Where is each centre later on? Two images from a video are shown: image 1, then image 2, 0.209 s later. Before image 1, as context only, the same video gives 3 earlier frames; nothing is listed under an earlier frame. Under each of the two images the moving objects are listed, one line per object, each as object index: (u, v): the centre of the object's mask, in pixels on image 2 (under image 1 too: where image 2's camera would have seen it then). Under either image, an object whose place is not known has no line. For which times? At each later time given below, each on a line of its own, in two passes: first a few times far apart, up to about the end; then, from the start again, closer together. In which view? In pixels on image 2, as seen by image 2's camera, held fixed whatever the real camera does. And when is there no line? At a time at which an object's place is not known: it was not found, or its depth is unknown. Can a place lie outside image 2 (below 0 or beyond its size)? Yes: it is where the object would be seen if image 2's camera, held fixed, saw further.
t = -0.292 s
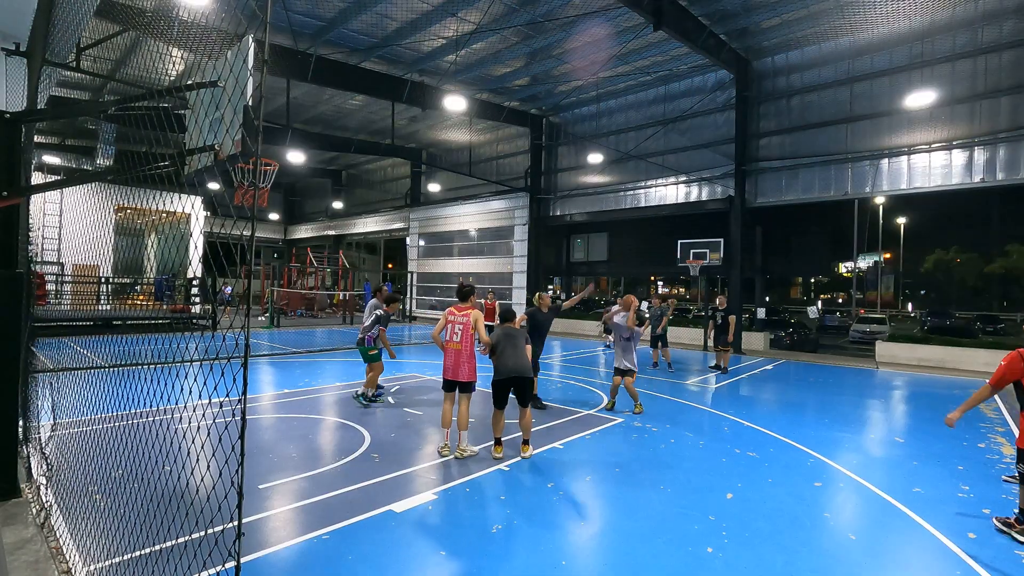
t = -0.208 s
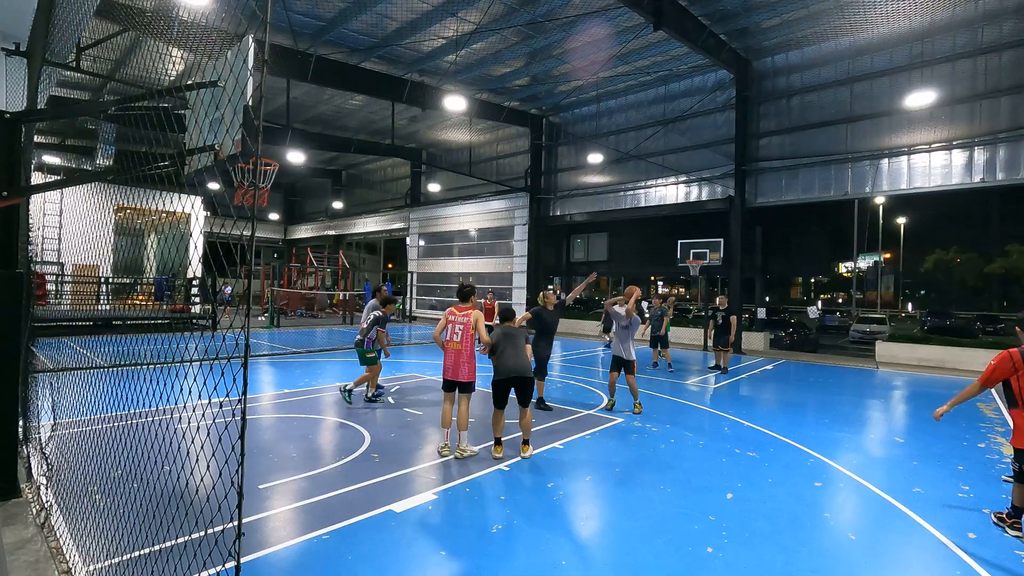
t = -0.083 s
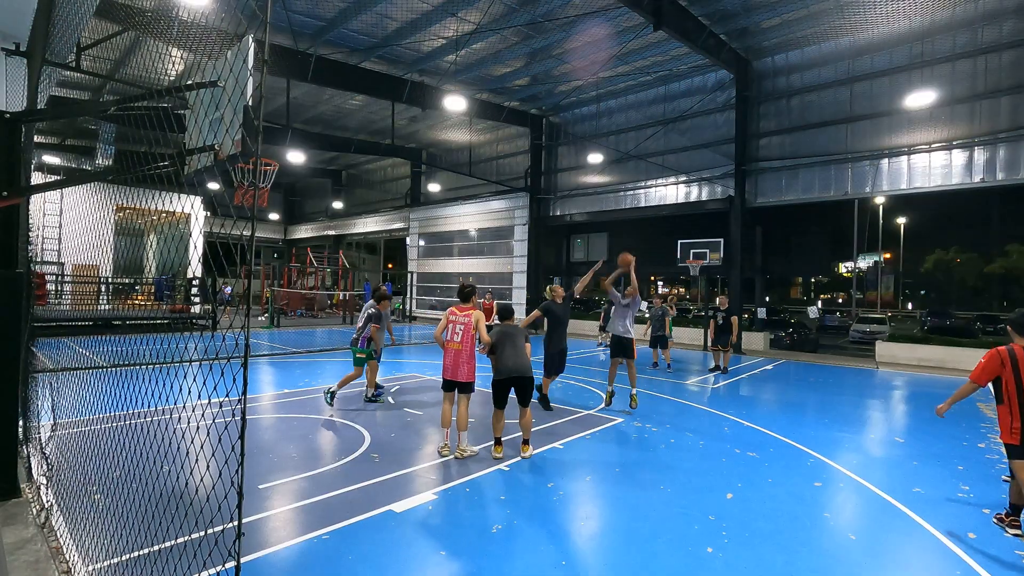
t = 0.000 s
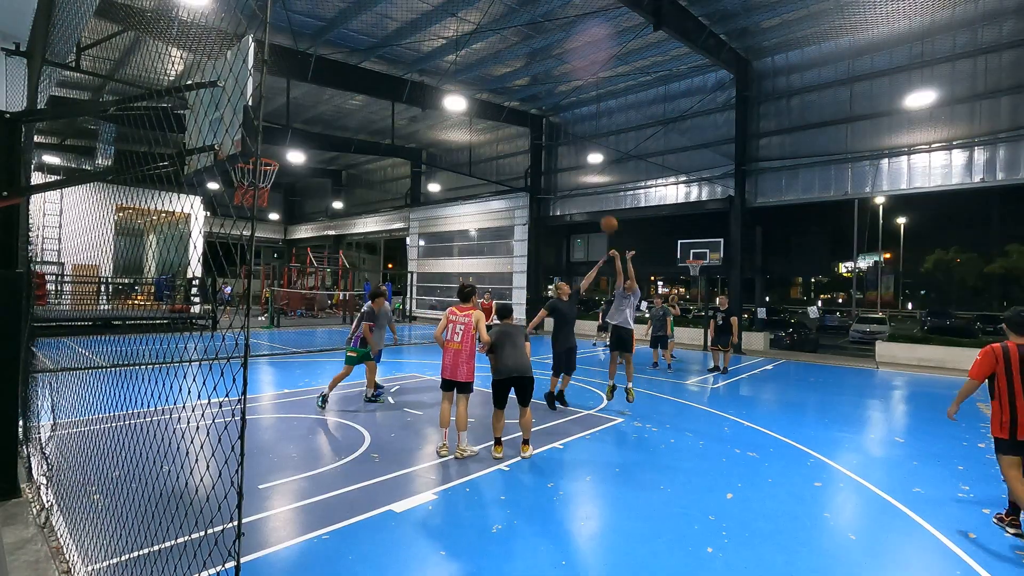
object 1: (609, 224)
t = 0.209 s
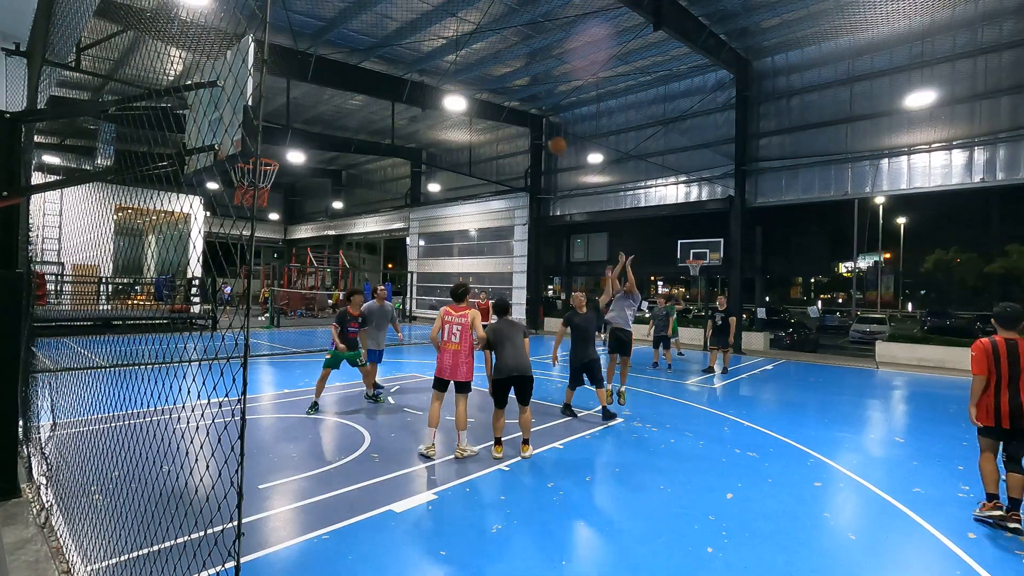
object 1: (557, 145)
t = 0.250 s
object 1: (546, 133)
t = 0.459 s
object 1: (488, 83)
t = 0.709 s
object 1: (410, 62)
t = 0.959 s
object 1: (320, 89)
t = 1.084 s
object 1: (271, 126)
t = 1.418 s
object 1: (264, 68)
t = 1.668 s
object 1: (290, 36)
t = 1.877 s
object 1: (312, 56)
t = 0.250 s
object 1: (546, 133)
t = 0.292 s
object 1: (535, 120)
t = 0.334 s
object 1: (523, 110)
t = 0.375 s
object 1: (512, 99)
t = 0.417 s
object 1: (501, 91)
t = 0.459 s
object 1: (488, 83)
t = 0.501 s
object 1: (477, 78)
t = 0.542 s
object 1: (463, 71)
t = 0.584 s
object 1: (450, 67)
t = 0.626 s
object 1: (437, 64)
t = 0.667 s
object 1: (424, 63)
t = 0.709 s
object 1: (410, 62)
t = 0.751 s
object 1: (395, 62)
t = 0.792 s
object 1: (381, 65)
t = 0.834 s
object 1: (366, 70)
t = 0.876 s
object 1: (351, 75)
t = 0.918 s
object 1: (335, 81)
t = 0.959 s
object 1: (320, 89)
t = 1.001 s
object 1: (303, 100)
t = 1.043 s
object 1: (287, 112)
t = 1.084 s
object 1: (271, 126)
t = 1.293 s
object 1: (255, 98)
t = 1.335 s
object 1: (259, 92)
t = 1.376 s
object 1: (261, 78)
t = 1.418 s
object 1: (264, 68)
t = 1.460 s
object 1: (269, 57)
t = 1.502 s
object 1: (276, 52)
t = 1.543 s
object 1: (278, 46)
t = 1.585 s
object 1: (282, 40)
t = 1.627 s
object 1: (285, 37)
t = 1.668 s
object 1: (290, 36)
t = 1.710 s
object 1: (294, 36)
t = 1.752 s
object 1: (298, 38)
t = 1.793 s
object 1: (303, 43)
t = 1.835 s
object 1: (307, 48)
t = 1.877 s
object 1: (312, 56)
